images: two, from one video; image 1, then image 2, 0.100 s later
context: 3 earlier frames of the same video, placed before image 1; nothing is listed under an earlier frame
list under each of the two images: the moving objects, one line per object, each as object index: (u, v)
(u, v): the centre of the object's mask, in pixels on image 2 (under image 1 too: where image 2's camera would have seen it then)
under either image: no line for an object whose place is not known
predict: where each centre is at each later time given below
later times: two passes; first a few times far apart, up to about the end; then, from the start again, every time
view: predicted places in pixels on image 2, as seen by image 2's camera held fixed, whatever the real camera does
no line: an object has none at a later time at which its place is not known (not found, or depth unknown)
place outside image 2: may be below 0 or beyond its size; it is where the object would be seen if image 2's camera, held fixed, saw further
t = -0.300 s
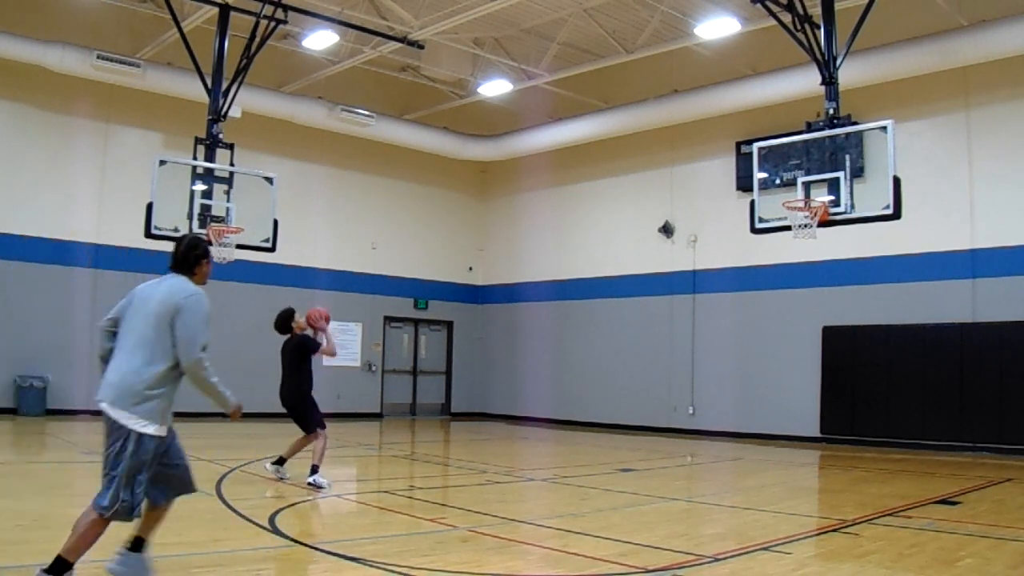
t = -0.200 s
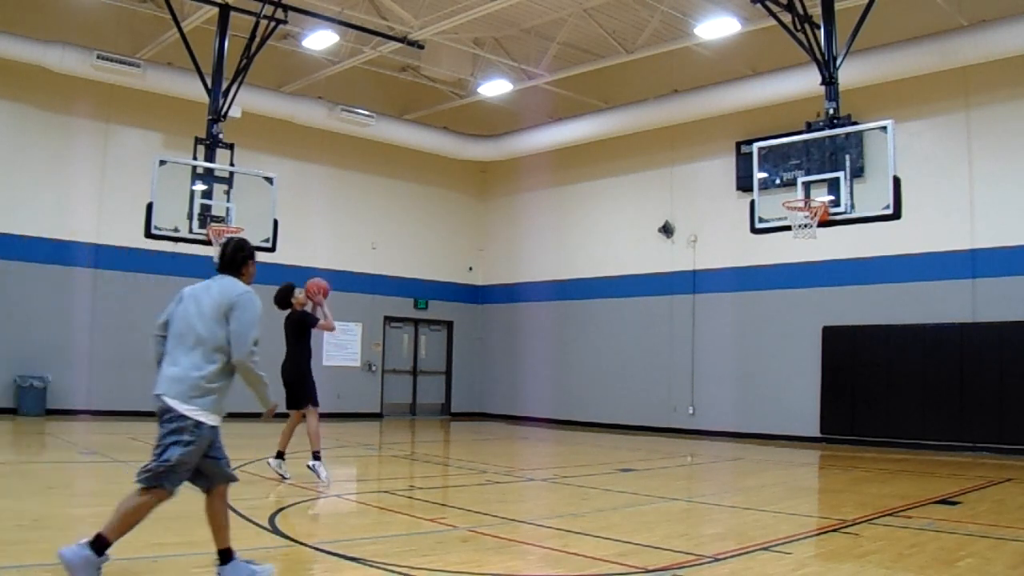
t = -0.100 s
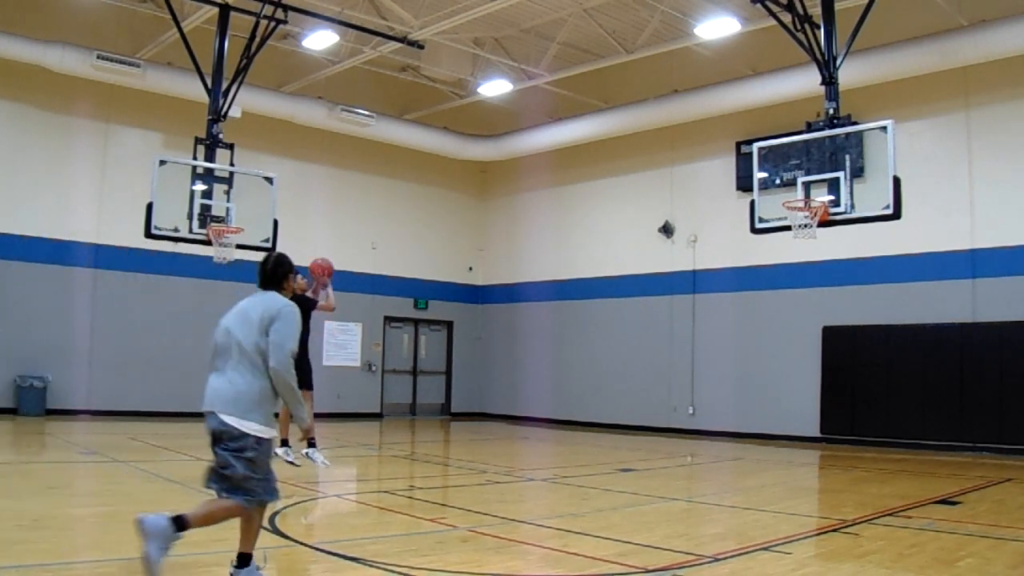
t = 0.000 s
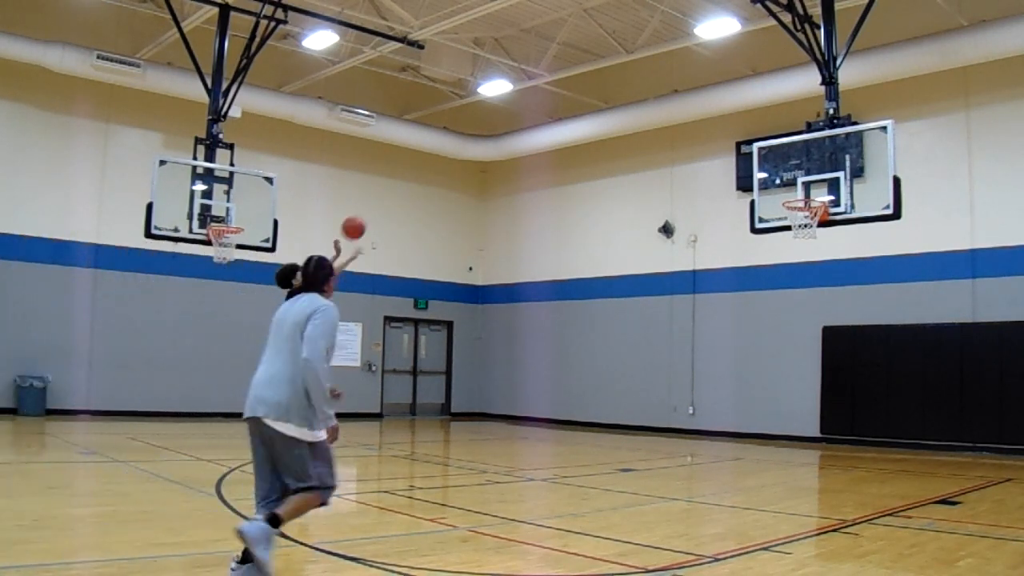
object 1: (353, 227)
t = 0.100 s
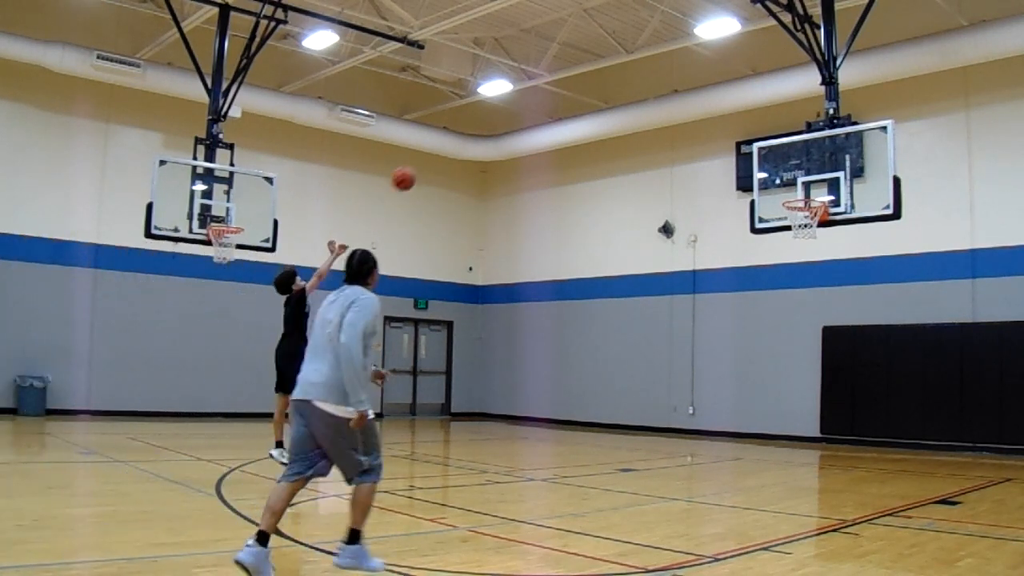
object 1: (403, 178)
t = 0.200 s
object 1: (451, 141)
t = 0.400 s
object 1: (540, 98)
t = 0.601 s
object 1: (623, 92)
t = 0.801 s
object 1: (699, 121)
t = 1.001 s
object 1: (771, 182)
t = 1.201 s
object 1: (810, 163)
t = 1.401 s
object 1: (821, 145)
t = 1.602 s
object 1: (824, 153)
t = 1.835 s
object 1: (828, 211)
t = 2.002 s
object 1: (831, 285)
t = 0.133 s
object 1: (420, 165)
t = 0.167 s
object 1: (436, 153)
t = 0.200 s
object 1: (451, 141)
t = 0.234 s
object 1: (467, 131)
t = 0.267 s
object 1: (482, 122)
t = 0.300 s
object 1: (497, 115)
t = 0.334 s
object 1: (512, 108)
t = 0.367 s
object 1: (526, 103)
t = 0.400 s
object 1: (540, 98)
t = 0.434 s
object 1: (555, 95)
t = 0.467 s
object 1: (569, 92)
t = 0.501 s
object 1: (583, 90)
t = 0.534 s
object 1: (596, 90)
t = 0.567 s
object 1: (609, 91)
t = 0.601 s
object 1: (623, 92)
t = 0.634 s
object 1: (636, 95)
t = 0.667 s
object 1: (649, 98)
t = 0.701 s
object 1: (662, 102)
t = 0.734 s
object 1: (674, 108)
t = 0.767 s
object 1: (687, 114)
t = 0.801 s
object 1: (699, 121)
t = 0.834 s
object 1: (711, 129)
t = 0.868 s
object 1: (724, 138)
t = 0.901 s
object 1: (735, 147)
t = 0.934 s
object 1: (747, 158)
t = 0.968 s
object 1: (759, 169)
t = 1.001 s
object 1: (771, 182)
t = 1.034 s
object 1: (782, 194)
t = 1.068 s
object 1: (788, 189)
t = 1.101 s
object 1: (793, 181)
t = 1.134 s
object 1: (799, 174)
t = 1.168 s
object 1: (805, 168)
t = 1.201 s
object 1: (810, 163)
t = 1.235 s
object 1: (815, 159)
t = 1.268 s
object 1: (820, 156)
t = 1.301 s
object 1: (821, 152)
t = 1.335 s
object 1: (821, 149)
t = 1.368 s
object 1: (821, 146)
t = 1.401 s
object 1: (821, 145)
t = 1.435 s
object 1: (821, 145)
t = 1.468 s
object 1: (822, 145)
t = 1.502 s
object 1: (823, 145)
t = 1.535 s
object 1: (823, 147)
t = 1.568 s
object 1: (824, 150)
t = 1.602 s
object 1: (824, 153)
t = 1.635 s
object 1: (824, 158)
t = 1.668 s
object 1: (825, 164)
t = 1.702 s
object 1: (826, 171)
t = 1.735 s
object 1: (827, 180)
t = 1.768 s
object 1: (827, 189)
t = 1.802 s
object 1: (828, 200)
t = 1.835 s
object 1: (828, 211)
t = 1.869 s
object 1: (829, 224)
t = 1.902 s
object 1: (829, 237)
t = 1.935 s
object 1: (830, 252)
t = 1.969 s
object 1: (830, 269)
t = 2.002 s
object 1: (831, 285)
